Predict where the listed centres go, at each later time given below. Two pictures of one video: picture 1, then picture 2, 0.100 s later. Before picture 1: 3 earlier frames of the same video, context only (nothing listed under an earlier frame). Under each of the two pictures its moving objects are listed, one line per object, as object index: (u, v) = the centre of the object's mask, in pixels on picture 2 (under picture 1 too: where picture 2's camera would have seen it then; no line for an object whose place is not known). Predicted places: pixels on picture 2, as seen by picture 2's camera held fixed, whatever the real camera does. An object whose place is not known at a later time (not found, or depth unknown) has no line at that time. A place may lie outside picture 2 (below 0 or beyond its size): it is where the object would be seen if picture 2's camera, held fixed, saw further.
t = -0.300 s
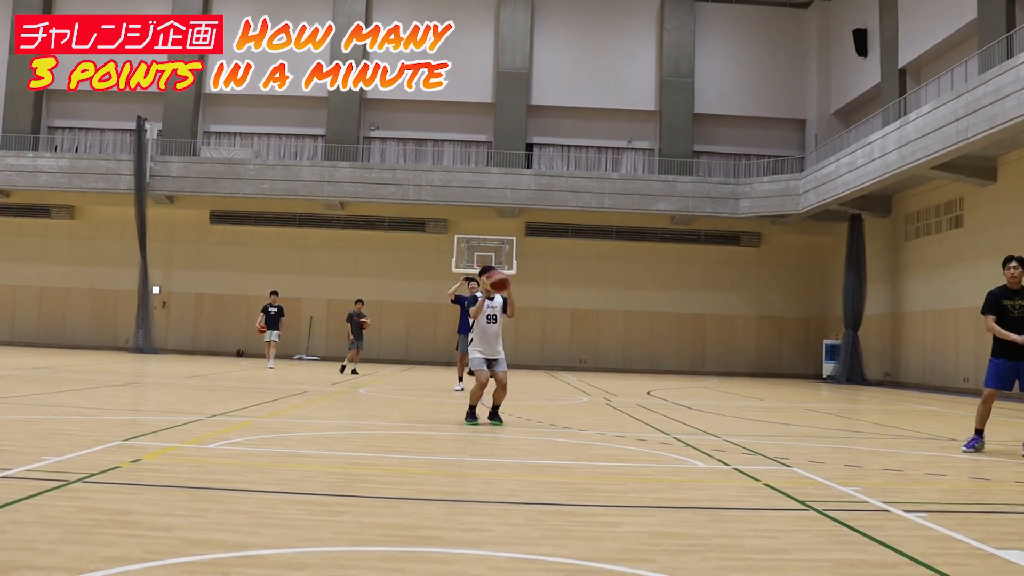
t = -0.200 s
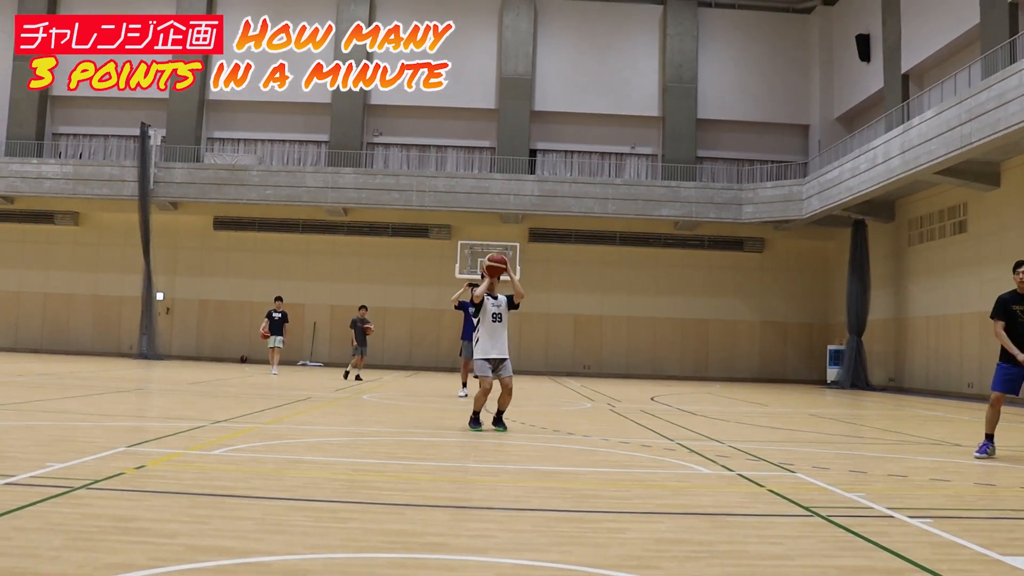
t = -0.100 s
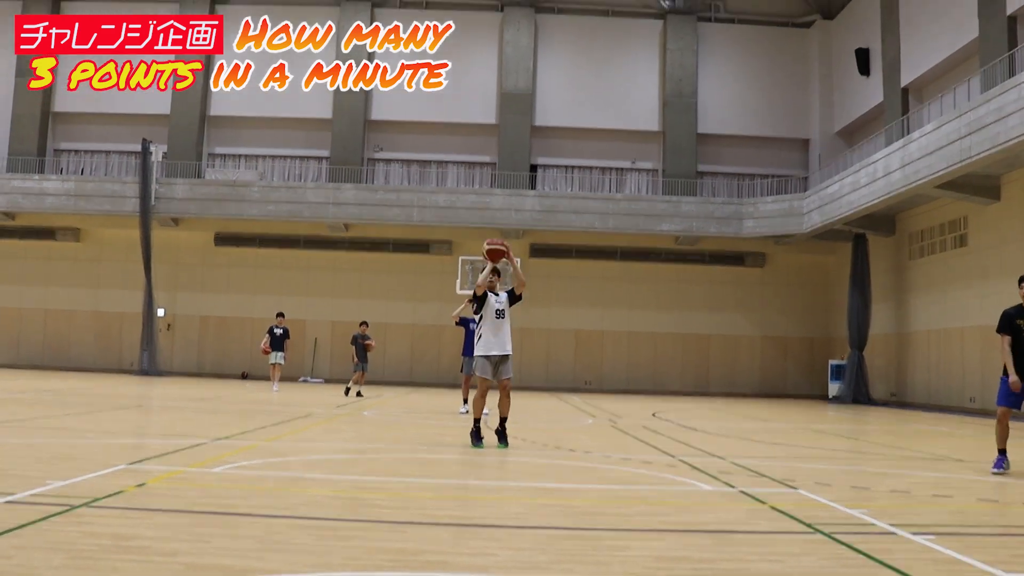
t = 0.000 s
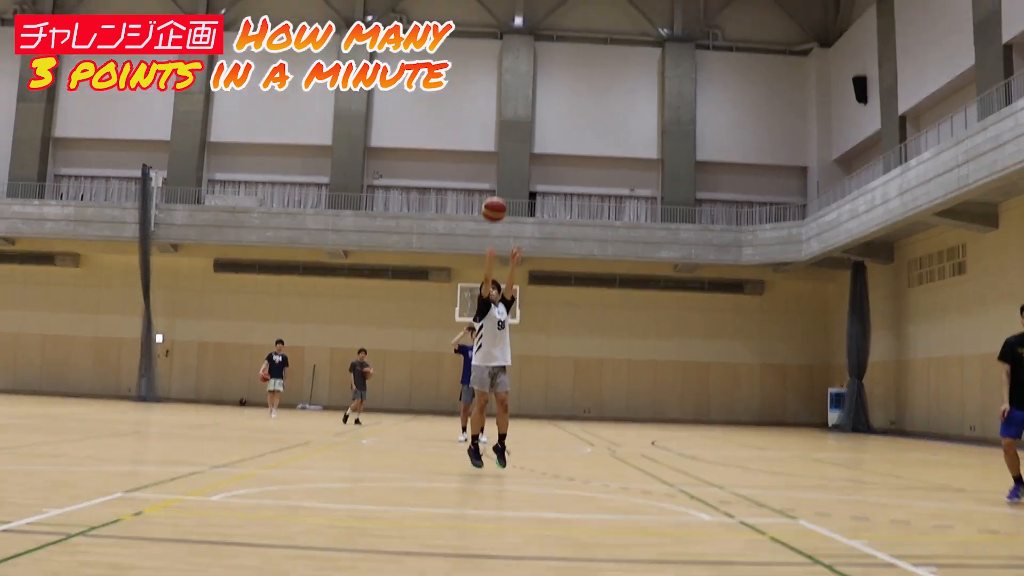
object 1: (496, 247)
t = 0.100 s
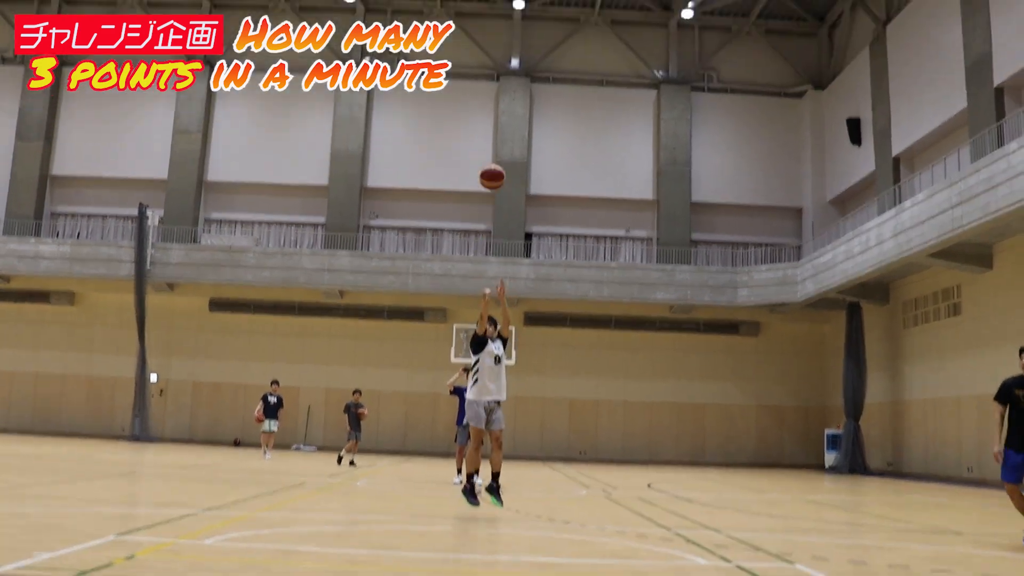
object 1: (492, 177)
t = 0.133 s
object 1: (492, 154)
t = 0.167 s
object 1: (492, 131)
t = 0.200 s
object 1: (492, 109)
